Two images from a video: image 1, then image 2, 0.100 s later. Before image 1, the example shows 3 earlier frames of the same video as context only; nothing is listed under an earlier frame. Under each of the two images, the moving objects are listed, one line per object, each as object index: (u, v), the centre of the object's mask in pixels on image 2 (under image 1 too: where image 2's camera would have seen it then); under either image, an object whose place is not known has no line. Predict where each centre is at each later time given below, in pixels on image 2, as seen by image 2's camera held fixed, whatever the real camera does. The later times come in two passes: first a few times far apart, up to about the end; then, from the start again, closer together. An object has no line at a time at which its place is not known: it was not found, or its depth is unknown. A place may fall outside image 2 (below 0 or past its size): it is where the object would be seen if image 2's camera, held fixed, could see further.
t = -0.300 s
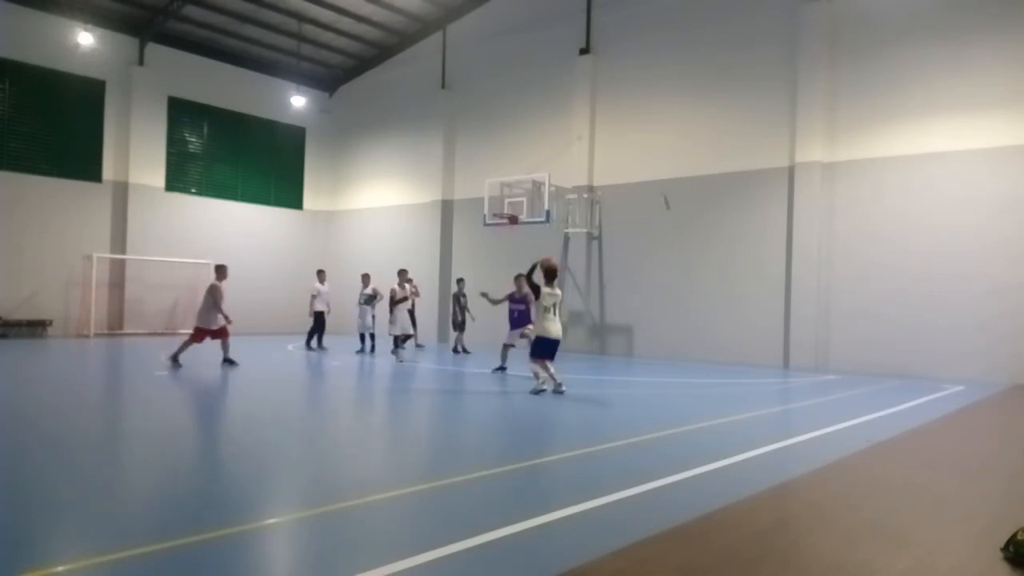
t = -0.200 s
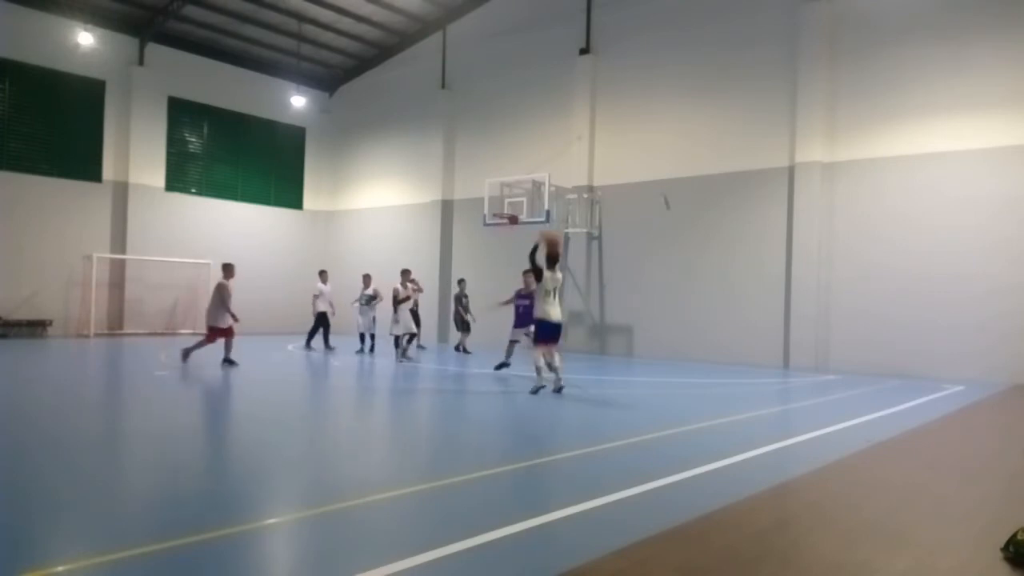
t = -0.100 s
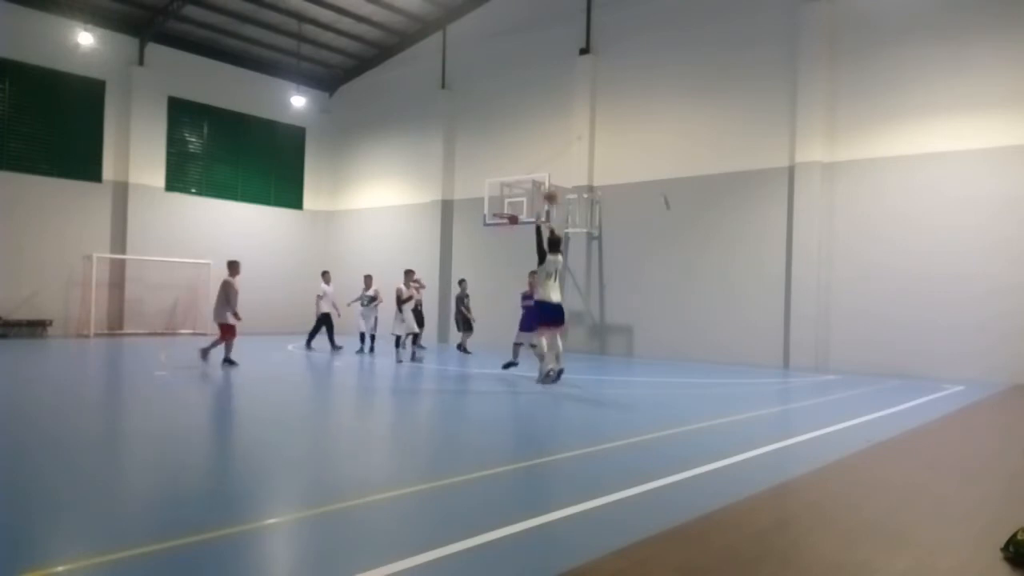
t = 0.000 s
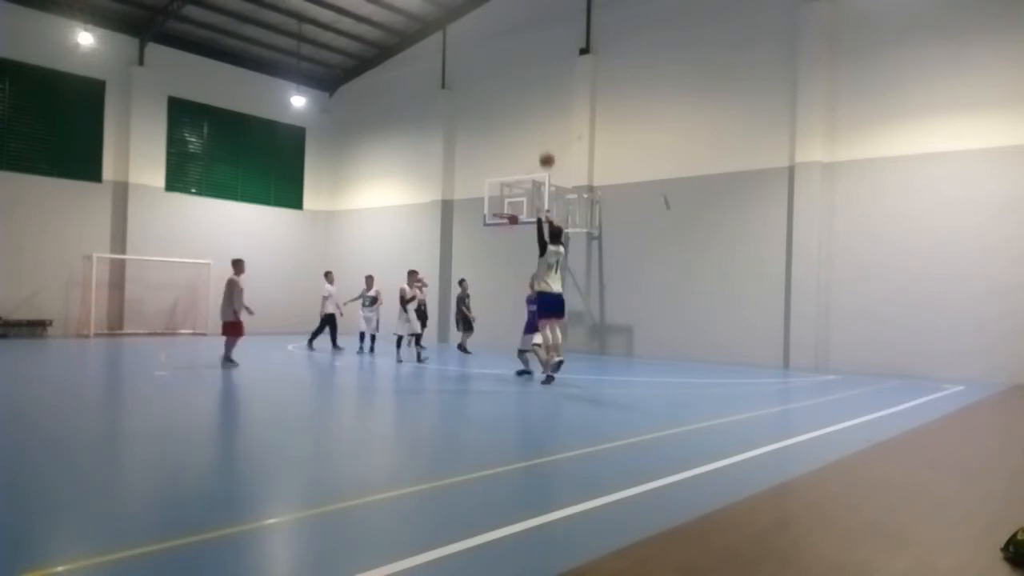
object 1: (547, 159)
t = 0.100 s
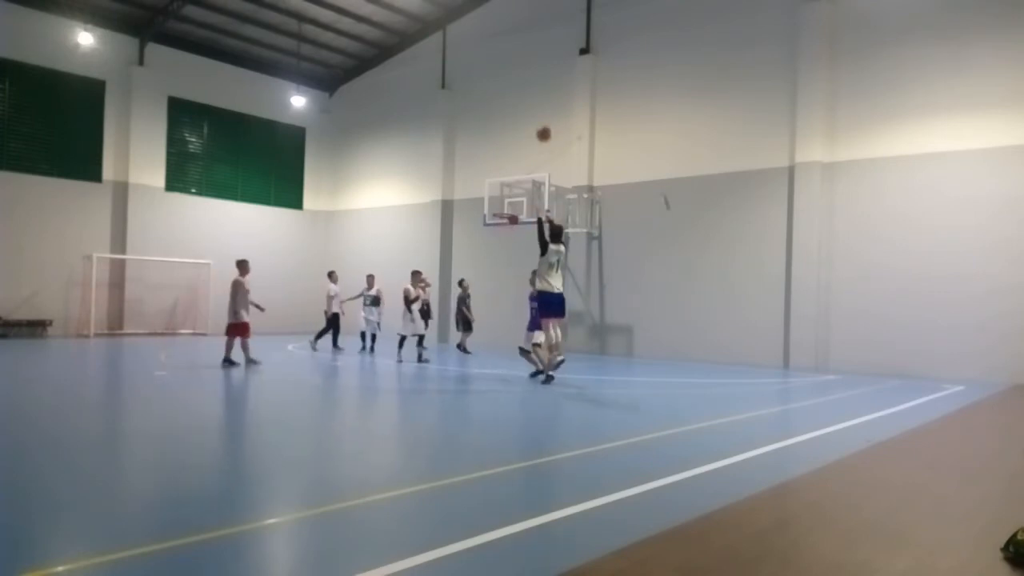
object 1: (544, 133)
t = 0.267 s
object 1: (539, 107)
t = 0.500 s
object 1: (532, 100)
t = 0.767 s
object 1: (525, 128)
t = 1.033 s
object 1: (518, 183)
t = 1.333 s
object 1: (529, 186)
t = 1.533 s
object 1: (531, 175)
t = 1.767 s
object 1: (534, 185)
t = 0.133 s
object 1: (543, 127)
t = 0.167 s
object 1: (541, 120)
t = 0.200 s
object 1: (541, 115)
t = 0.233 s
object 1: (540, 110)
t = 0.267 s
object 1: (539, 107)
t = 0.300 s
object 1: (538, 104)
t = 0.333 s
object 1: (537, 101)
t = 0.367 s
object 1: (536, 100)
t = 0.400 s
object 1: (535, 99)
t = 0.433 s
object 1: (534, 99)
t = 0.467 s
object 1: (533, 99)
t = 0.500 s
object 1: (532, 100)
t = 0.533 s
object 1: (531, 102)
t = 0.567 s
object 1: (530, 104)
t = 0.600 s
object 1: (529, 106)
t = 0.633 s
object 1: (528, 110)
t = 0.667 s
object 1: (527, 113)
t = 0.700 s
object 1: (527, 117)
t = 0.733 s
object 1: (526, 122)
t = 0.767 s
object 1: (525, 128)
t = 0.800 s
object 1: (524, 134)
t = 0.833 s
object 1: (523, 139)
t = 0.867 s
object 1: (522, 146)
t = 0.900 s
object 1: (521, 152)
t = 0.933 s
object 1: (520, 159)
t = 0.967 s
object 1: (520, 166)
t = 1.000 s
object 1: (519, 174)
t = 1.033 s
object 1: (518, 183)
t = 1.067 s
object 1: (517, 192)
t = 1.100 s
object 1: (516, 199)
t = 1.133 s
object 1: (516, 210)
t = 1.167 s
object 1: (518, 209)
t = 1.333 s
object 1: (529, 186)
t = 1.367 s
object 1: (530, 183)
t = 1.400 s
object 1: (530, 180)
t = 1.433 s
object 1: (530, 178)
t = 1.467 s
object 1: (531, 176)
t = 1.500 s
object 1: (531, 175)
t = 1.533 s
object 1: (531, 175)
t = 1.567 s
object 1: (532, 175)
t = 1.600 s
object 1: (532, 175)
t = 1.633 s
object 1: (533, 176)
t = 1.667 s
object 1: (532, 177)
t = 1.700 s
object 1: (533, 179)
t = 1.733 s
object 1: (534, 182)
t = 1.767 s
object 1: (534, 185)
